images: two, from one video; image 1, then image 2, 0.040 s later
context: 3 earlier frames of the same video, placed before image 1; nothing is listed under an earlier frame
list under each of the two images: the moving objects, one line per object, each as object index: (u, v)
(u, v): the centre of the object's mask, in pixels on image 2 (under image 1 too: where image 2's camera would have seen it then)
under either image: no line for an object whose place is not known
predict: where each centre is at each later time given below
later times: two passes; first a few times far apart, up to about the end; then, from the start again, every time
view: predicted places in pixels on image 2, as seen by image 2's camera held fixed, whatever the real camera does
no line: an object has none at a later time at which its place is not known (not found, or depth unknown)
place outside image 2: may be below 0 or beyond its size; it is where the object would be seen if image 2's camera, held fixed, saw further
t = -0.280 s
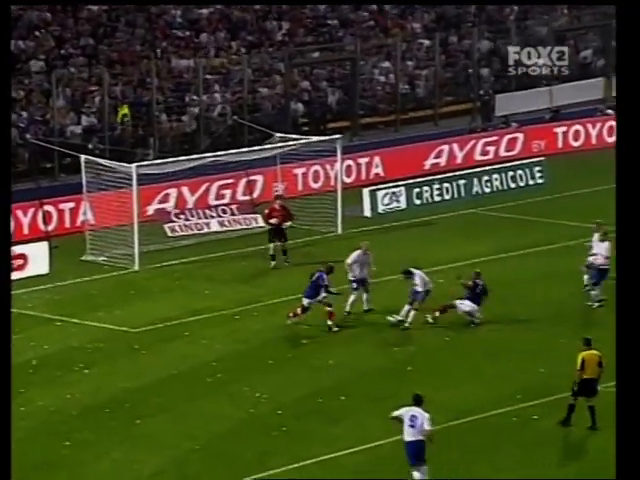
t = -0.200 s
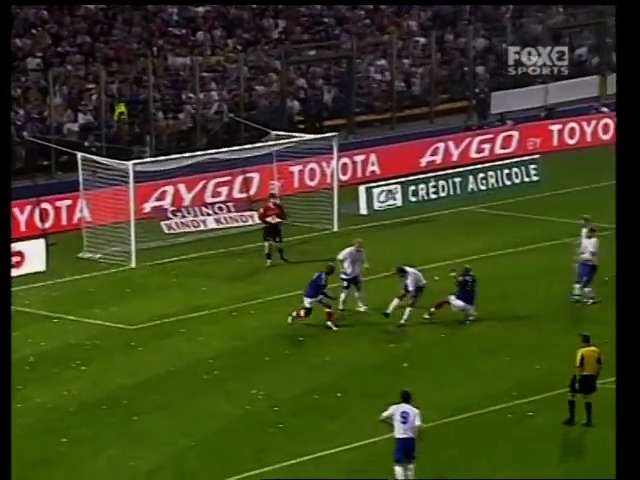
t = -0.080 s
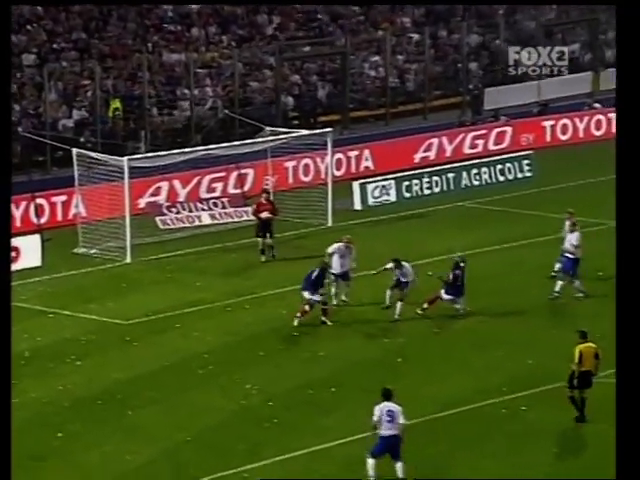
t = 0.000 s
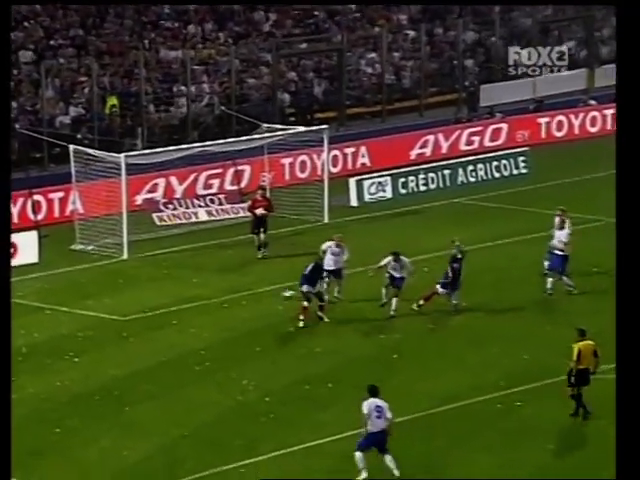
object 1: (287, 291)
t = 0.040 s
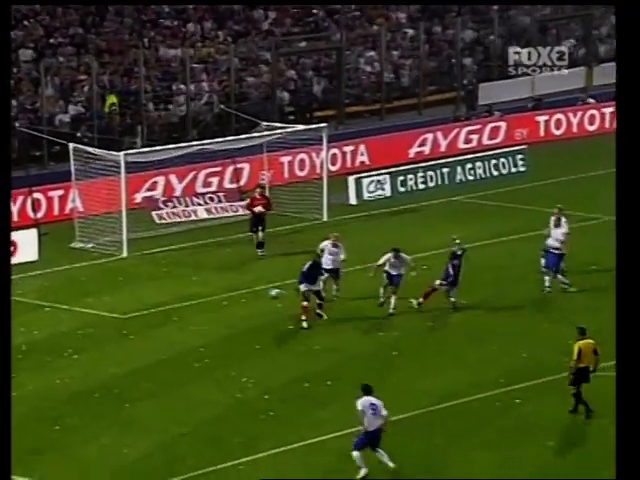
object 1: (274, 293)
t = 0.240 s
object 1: (214, 306)
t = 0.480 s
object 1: (143, 343)
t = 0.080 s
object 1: (262, 294)
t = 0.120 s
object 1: (249, 296)
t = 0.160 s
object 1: (237, 298)
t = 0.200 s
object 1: (225, 301)
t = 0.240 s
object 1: (214, 306)
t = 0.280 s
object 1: (202, 310)
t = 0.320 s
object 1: (190, 315)
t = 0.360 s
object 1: (178, 321)
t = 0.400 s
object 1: (166, 328)
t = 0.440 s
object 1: (154, 335)
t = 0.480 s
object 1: (143, 343)
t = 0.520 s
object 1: (131, 353)
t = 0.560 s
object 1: (119, 363)
